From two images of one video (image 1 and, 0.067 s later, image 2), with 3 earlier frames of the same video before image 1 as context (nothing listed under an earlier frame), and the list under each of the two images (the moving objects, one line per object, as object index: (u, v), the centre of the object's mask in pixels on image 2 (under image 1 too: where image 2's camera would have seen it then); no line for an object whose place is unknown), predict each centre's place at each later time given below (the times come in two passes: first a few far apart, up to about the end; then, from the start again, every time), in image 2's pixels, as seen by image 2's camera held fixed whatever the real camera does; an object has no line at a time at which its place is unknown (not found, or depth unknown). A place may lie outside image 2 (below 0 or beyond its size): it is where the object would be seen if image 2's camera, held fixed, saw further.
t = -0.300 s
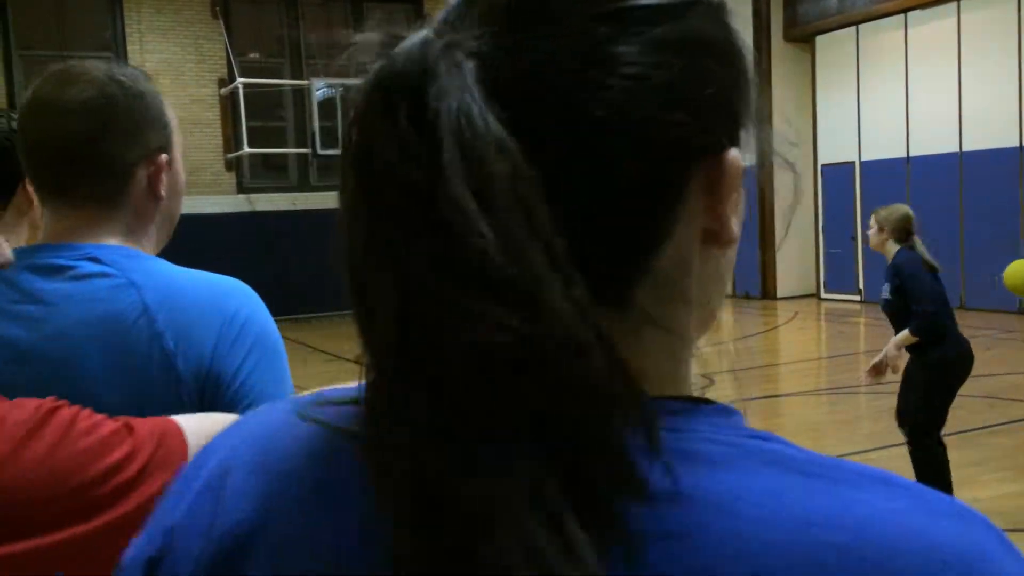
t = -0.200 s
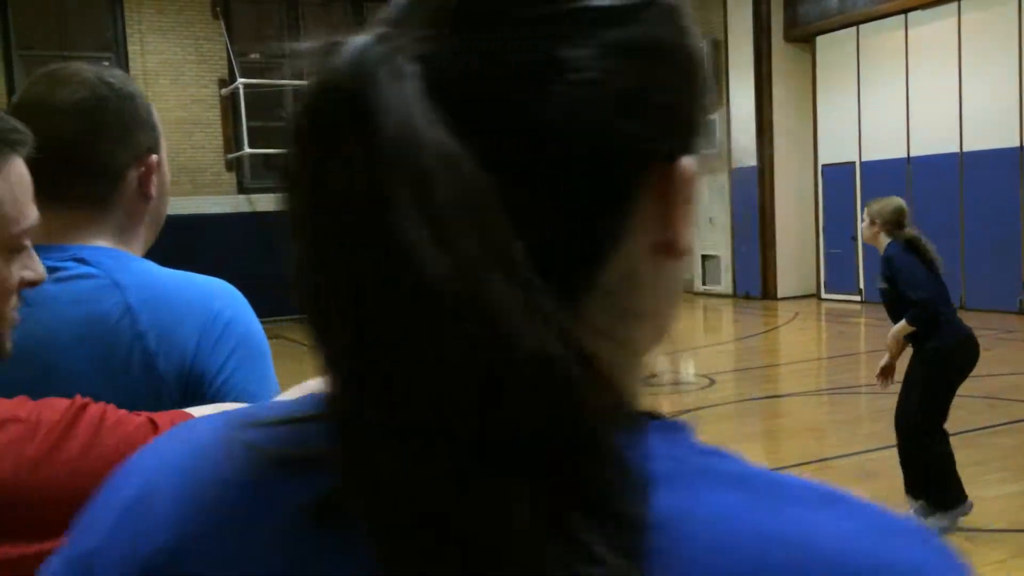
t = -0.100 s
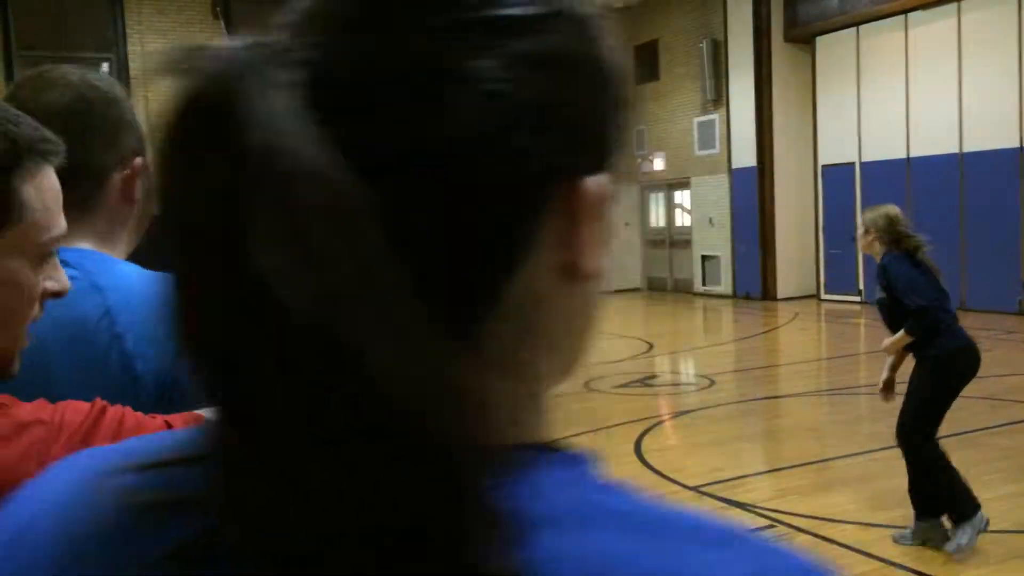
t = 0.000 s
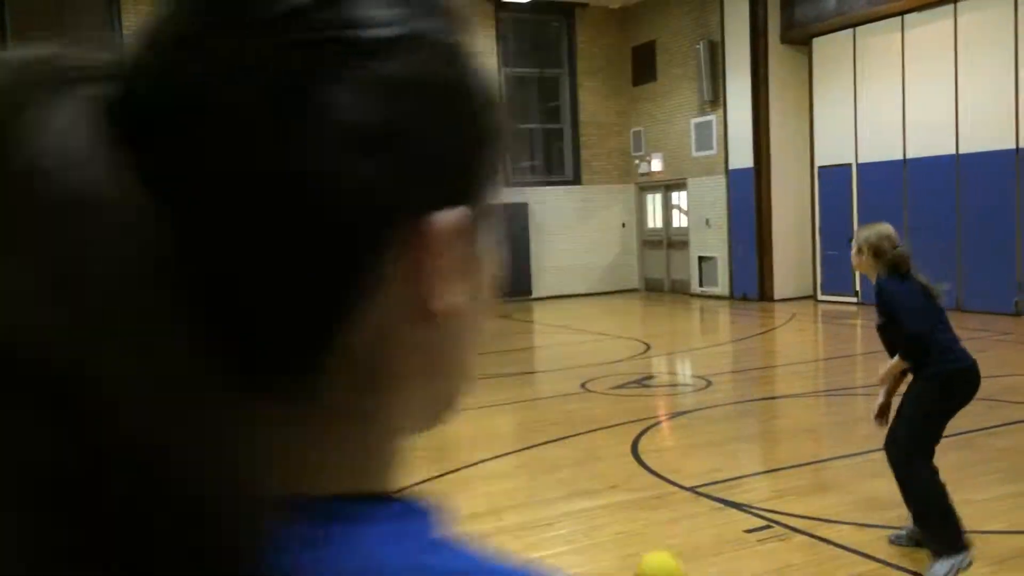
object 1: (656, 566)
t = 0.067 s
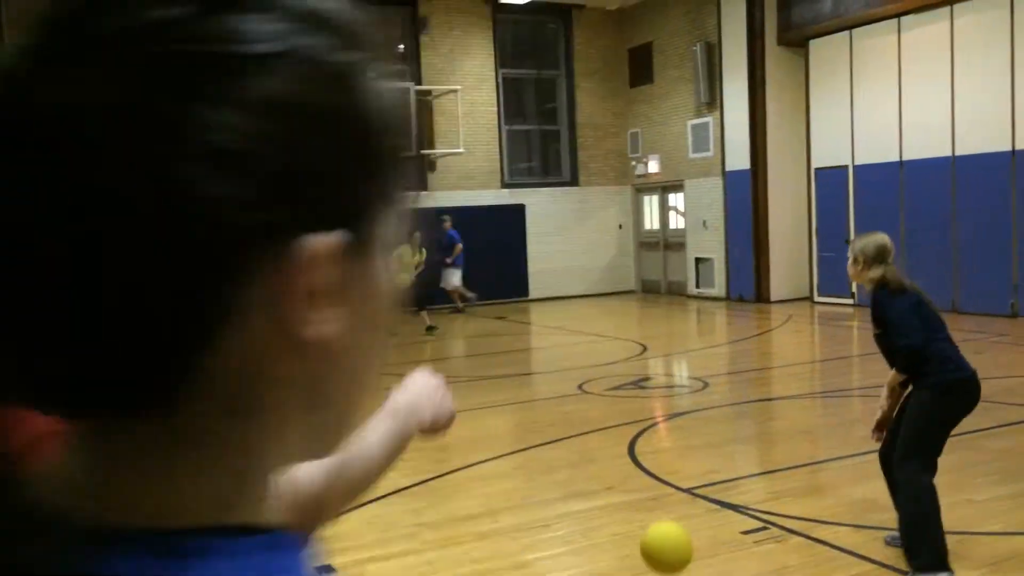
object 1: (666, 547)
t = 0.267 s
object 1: (697, 509)
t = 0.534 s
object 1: (742, 556)
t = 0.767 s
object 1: (775, 528)
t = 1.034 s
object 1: (816, 554)
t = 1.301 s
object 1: (851, 559)
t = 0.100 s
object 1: (671, 535)
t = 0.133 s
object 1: (676, 525)
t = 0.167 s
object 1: (681, 517)
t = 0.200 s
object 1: (686, 512)
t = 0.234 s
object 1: (692, 509)
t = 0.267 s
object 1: (697, 509)
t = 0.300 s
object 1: (703, 511)
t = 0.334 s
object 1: (709, 516)
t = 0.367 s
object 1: (714, 523)
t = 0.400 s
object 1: (720, 533)
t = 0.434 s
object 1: (725, 544)
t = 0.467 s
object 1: (732, 551)
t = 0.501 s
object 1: (739, 558)
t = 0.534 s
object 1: (742, 556)
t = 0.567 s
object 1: (747, 551)
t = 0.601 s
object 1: (751, 544)
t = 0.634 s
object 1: (756, 539)
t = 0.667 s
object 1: (761, 532)
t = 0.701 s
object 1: (766, 529)
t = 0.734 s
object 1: (770, 527)
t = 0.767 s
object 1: (775, 528)
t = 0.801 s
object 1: (781, 530)
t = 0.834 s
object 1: (785, 536)
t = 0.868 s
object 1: (791, 545)
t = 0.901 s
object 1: (796, 556)
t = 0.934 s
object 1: (801, 565)
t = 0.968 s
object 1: (807, 571)
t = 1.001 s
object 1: (811, 565)
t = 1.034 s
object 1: (816, 554)
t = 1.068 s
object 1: (820, 547)
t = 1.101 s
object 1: (824, 541)
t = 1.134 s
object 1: (828, 538)
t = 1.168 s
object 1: (832, 537)
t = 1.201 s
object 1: (837, 539)
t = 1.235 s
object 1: (842, 544)
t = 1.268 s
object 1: (846, 551)
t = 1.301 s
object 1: (851, 559)
